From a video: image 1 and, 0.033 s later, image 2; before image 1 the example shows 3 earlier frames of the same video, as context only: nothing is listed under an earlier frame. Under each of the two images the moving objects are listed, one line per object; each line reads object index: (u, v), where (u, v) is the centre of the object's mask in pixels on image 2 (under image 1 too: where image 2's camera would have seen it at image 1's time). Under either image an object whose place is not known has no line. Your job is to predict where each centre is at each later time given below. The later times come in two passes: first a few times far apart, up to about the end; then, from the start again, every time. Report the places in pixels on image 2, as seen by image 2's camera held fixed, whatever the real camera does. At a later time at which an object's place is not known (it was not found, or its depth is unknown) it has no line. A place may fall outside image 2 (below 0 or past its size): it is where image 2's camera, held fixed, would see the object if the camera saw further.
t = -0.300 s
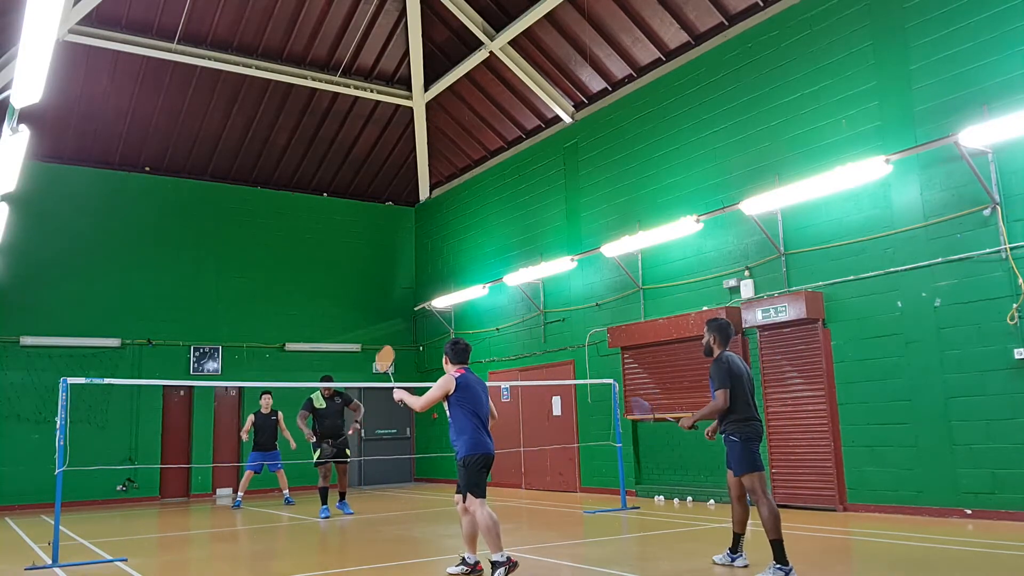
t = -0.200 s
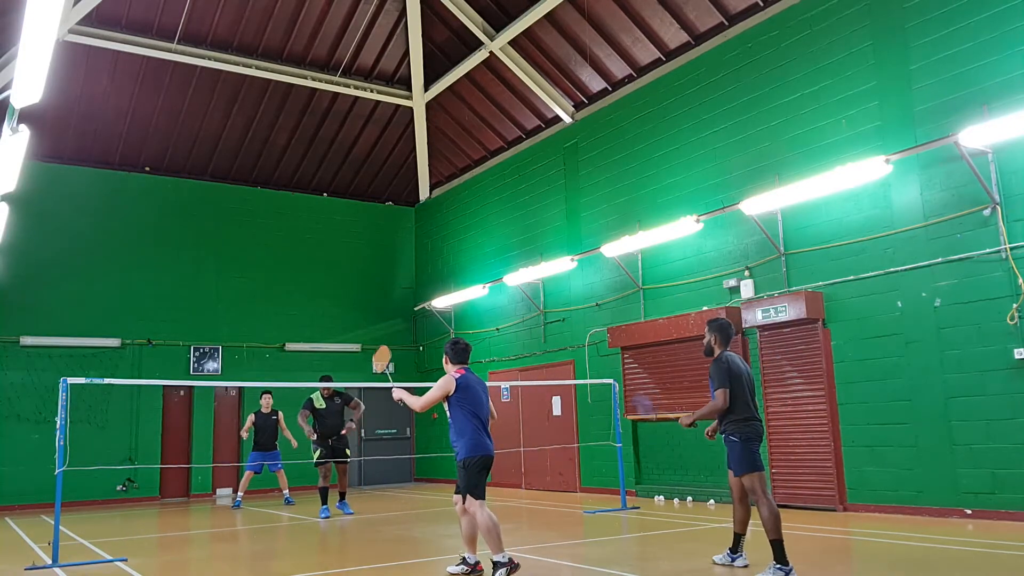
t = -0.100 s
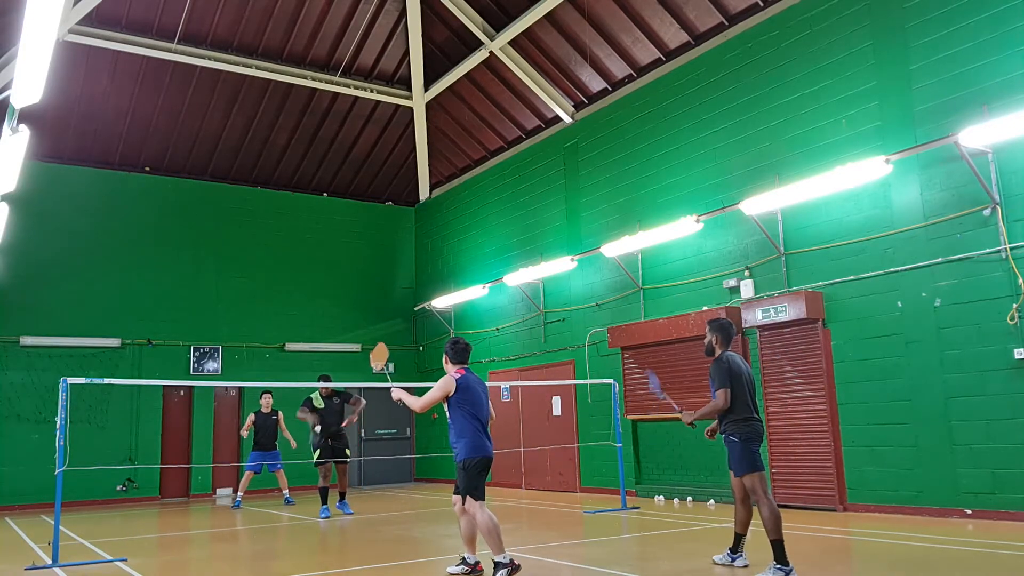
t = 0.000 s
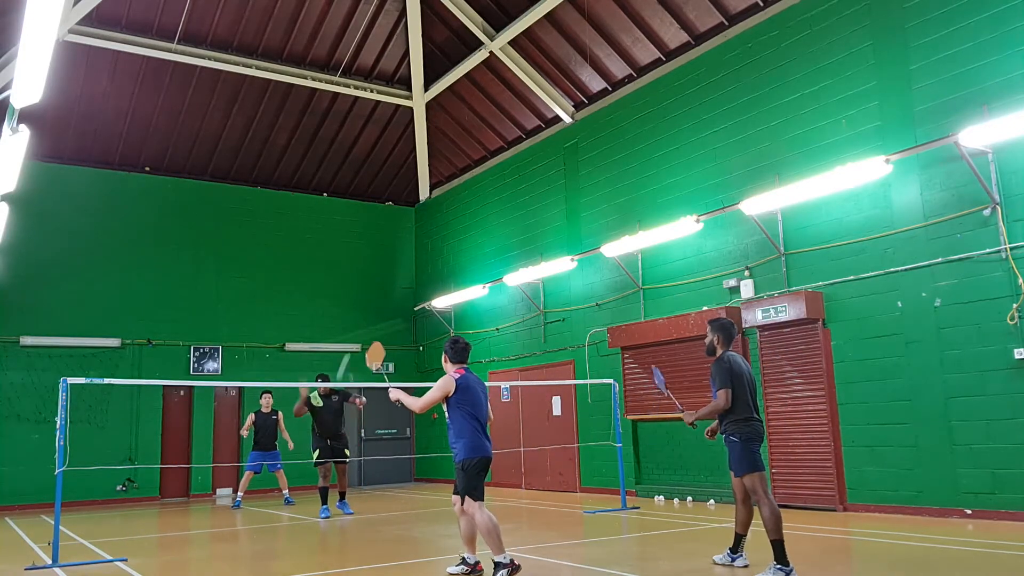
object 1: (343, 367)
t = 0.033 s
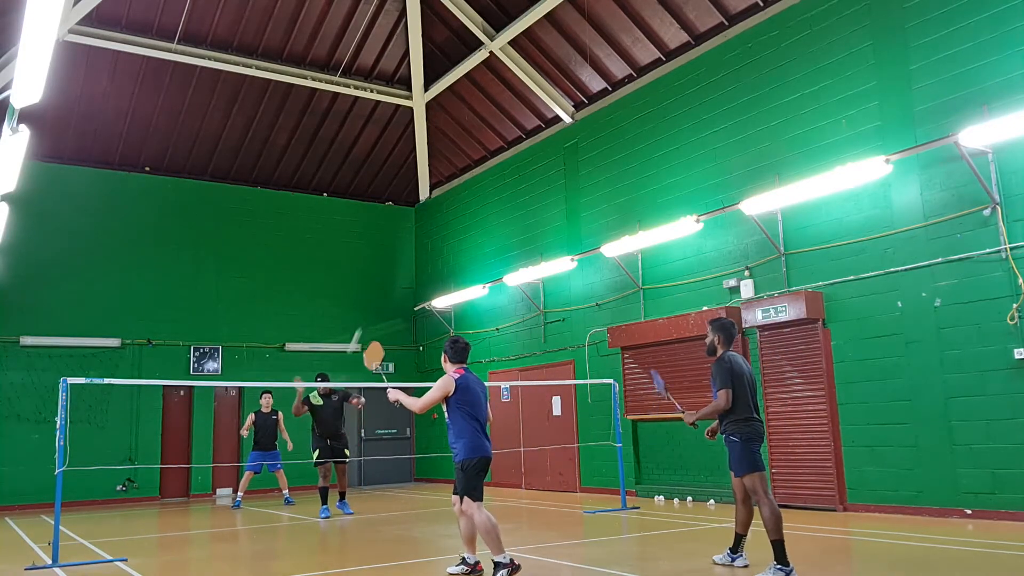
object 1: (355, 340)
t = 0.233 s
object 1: (408, 224)
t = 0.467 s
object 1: (467, 149)
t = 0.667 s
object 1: (518, 132)
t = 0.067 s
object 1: (365, 318)
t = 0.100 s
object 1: (374, 296)
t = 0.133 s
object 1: (383, 276)
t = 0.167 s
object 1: (391, 257)
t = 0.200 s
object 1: (400, 240)
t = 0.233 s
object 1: (408, 224)
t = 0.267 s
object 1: (417, 210)
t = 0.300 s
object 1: (425, 196)
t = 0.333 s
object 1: (435, 184)
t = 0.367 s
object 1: (442, 174)
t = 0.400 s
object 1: (451, 164)
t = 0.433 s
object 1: (459, 156)
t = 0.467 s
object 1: (467, 149)
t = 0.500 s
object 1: (475, 143)
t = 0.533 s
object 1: (484, 138)
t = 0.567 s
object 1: (492, 135)
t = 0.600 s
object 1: (500, 132)
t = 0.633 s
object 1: (509, 132)
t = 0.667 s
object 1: (518, 132)
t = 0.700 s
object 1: (526, 134)
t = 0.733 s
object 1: (535, 137)
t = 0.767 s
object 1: (544, 143)
